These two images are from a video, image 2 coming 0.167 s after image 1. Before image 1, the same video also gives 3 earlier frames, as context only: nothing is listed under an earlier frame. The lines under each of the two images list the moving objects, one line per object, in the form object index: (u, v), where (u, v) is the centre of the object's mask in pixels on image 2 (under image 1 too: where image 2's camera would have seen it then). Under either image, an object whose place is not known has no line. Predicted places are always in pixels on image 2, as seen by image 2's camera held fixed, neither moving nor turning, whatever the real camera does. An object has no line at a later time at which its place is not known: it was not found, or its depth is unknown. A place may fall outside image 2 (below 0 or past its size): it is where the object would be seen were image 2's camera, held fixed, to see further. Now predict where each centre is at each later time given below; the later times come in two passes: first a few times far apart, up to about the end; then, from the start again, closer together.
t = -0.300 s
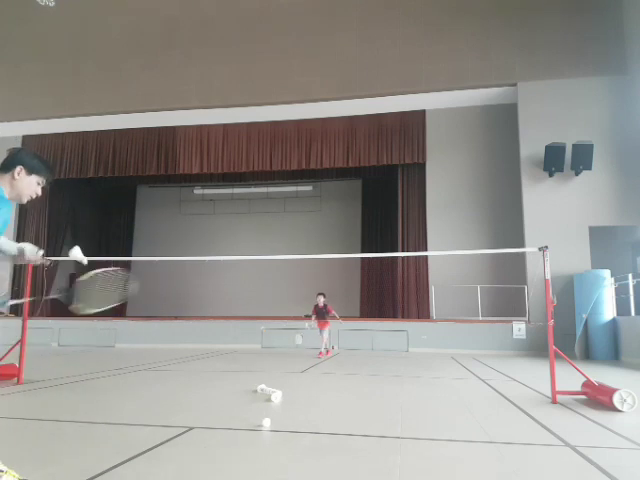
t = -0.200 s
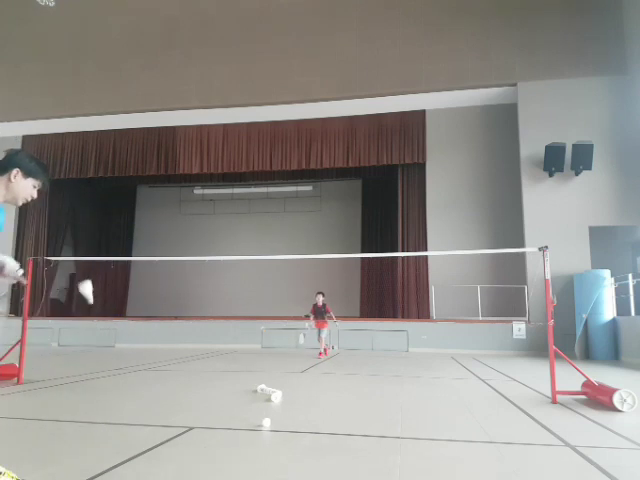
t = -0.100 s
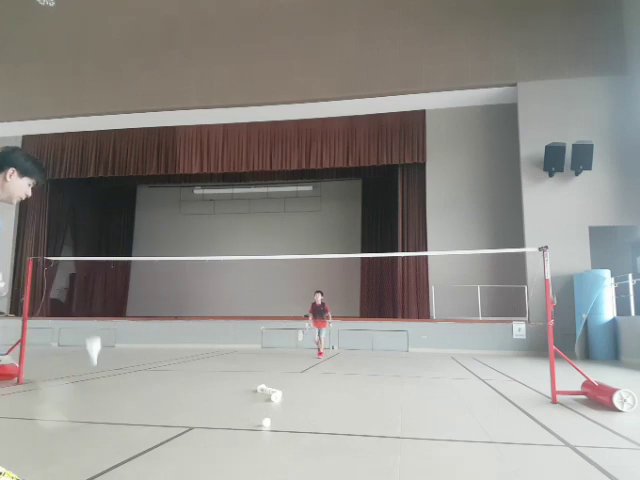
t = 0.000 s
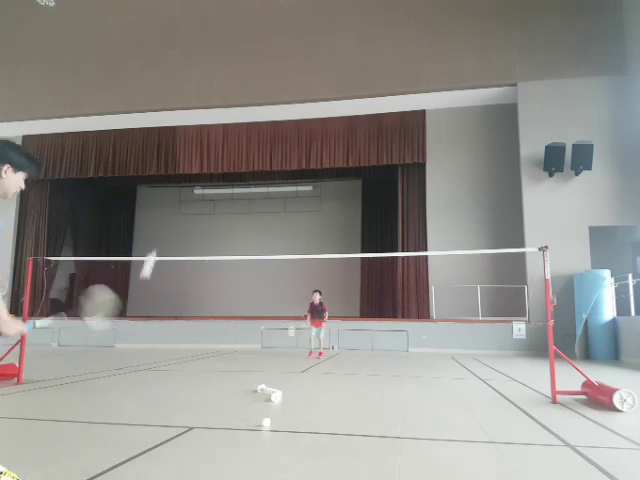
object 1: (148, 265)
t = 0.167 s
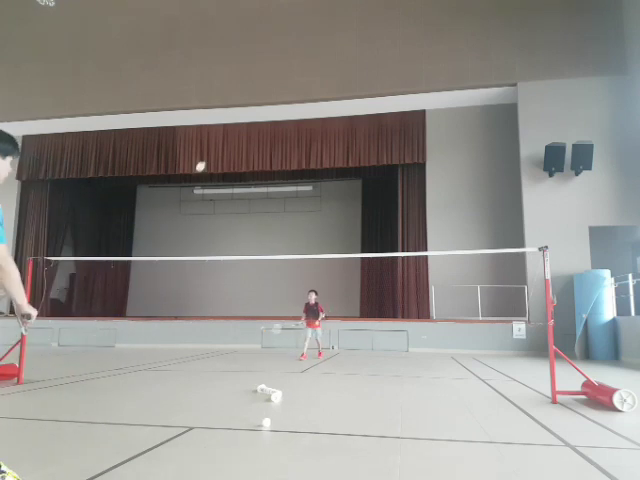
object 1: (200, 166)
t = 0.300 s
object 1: (219, 146)
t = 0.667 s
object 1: (242, 171)
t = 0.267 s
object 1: (215, 149)
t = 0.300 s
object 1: (219, 146)
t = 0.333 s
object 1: (222, 145)
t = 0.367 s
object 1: (225, 145)
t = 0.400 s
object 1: (227, 145)
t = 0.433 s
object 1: (230, 146)
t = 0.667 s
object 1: (242, 171)
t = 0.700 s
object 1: (244, 178)
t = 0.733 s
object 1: (245, 184)
